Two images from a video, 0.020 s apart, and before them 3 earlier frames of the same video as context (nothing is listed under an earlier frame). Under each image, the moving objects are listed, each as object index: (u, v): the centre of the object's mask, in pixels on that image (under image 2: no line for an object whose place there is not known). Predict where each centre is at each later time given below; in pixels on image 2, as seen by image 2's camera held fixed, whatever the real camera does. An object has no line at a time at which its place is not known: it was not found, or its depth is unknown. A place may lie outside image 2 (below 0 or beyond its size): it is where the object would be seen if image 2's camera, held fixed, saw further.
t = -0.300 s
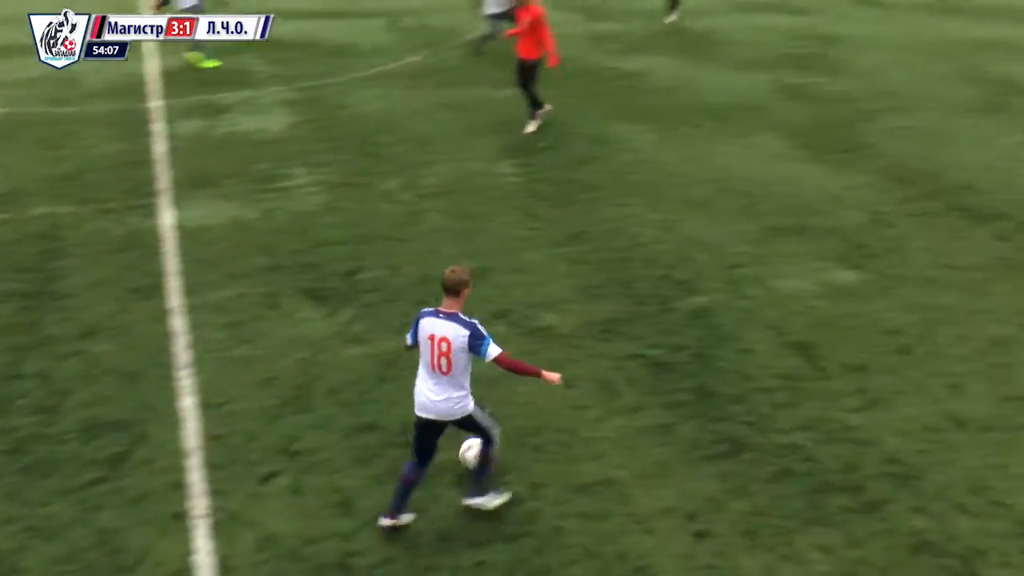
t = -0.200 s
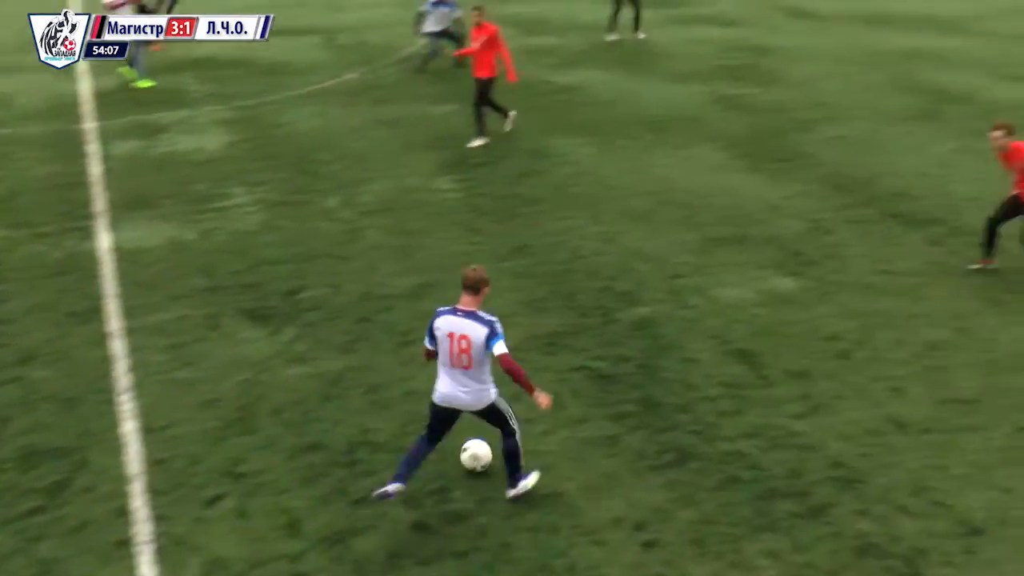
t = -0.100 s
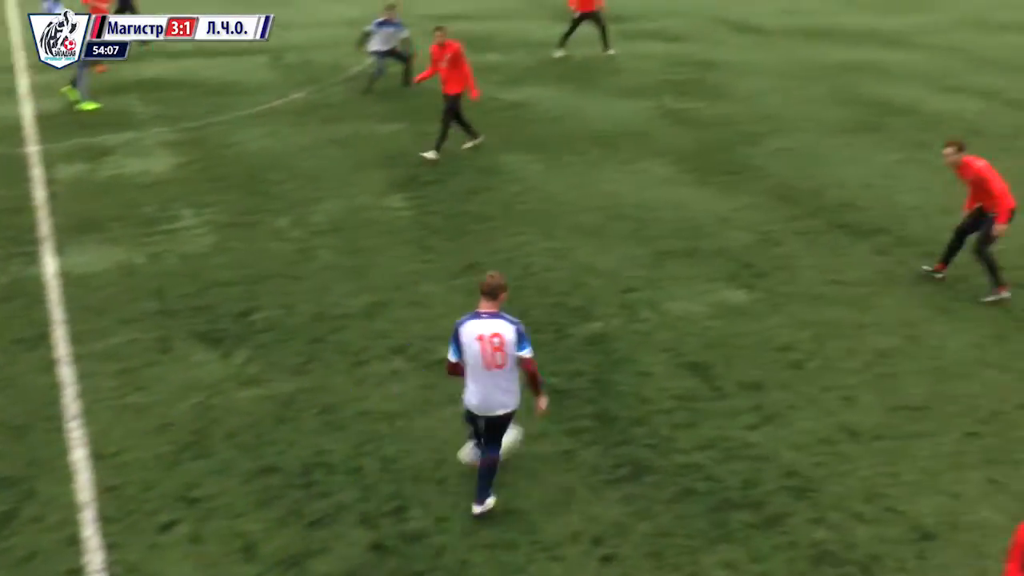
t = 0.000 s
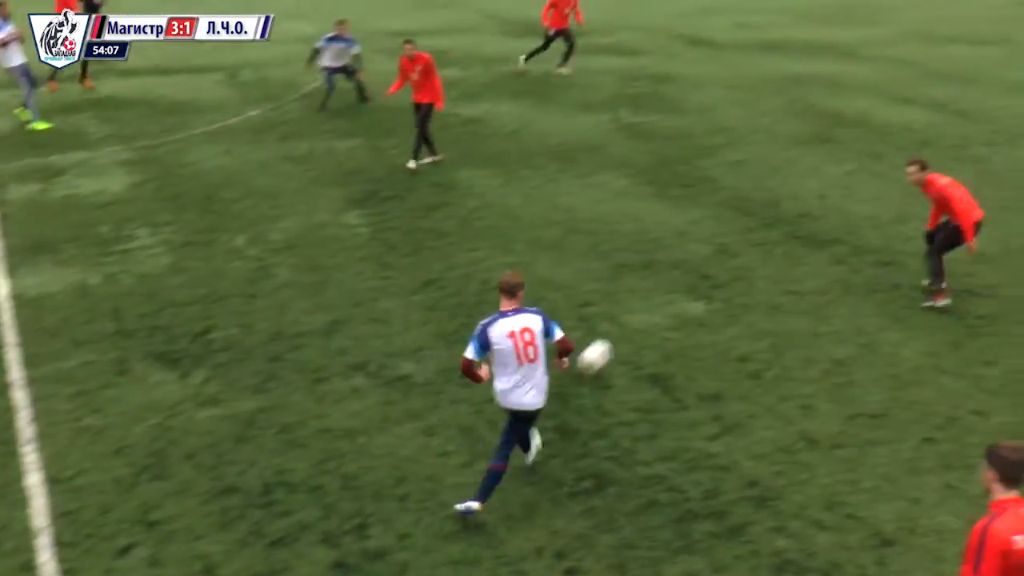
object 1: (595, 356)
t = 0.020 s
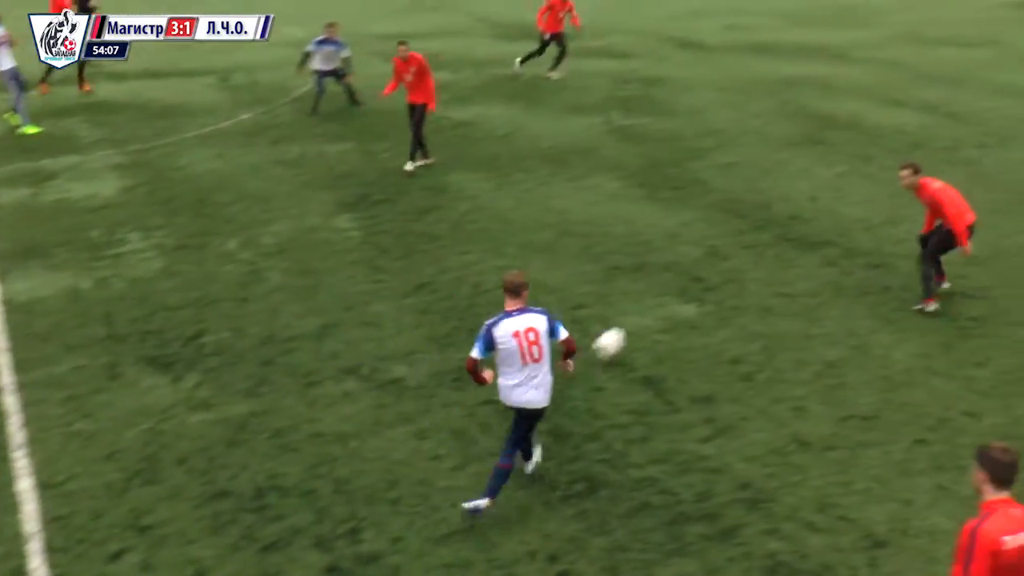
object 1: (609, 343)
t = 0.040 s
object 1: (631, 328)
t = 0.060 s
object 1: (650, 316)
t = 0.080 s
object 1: (668, 305)
